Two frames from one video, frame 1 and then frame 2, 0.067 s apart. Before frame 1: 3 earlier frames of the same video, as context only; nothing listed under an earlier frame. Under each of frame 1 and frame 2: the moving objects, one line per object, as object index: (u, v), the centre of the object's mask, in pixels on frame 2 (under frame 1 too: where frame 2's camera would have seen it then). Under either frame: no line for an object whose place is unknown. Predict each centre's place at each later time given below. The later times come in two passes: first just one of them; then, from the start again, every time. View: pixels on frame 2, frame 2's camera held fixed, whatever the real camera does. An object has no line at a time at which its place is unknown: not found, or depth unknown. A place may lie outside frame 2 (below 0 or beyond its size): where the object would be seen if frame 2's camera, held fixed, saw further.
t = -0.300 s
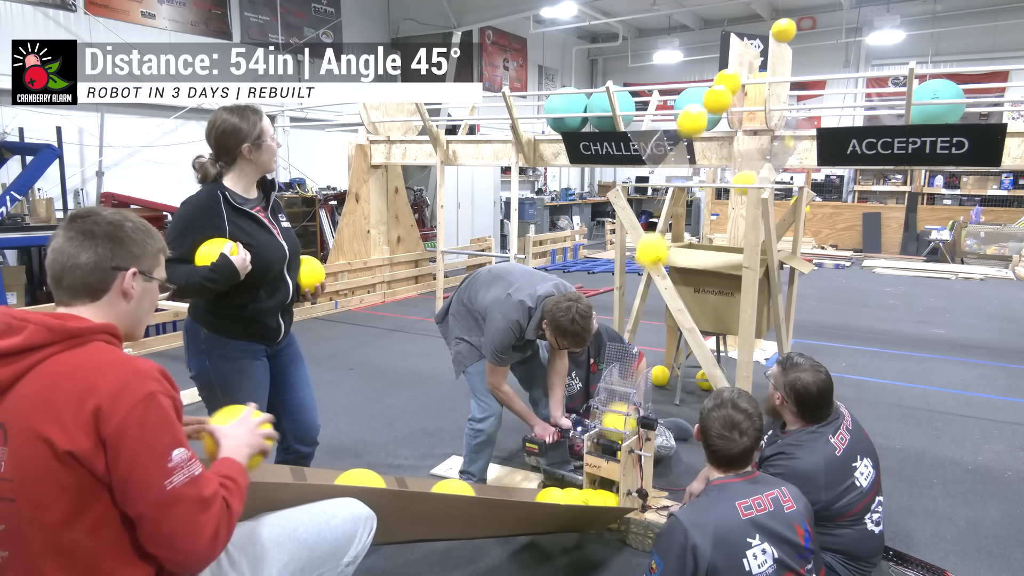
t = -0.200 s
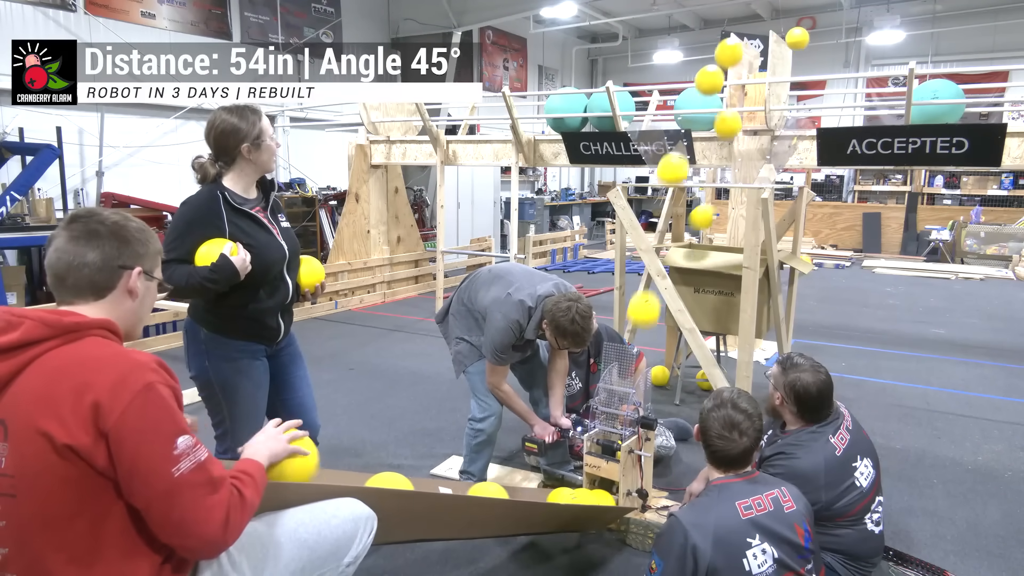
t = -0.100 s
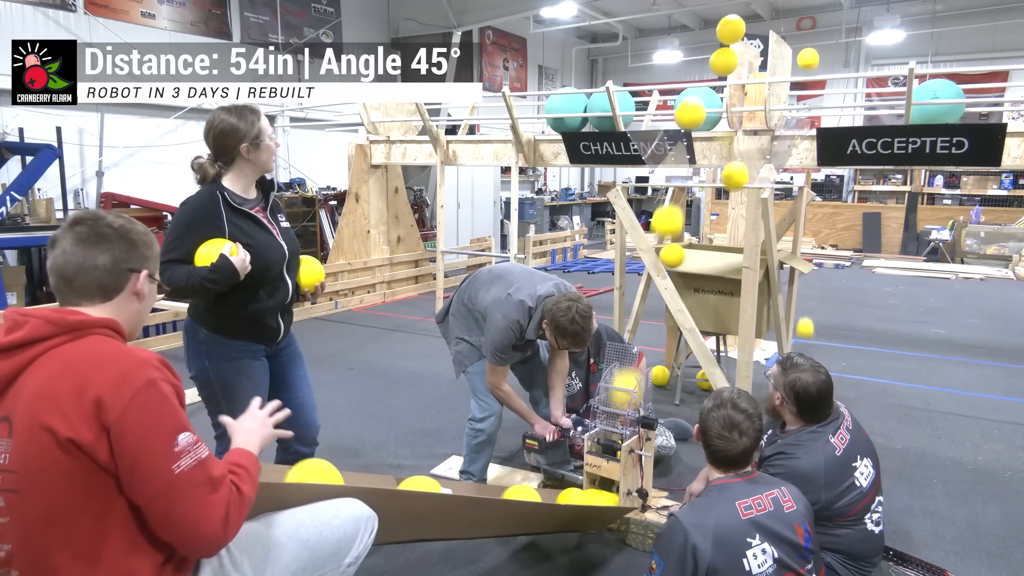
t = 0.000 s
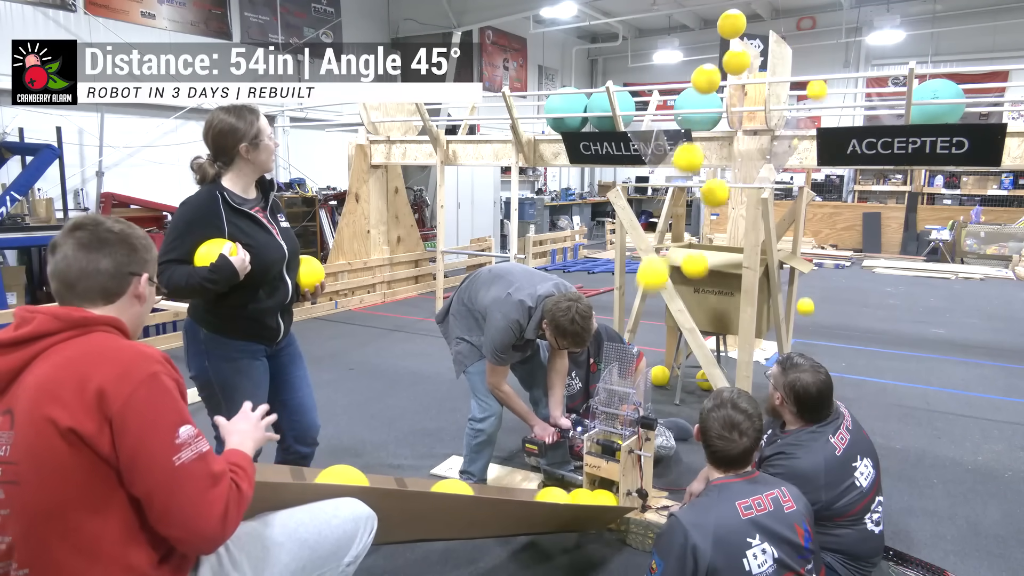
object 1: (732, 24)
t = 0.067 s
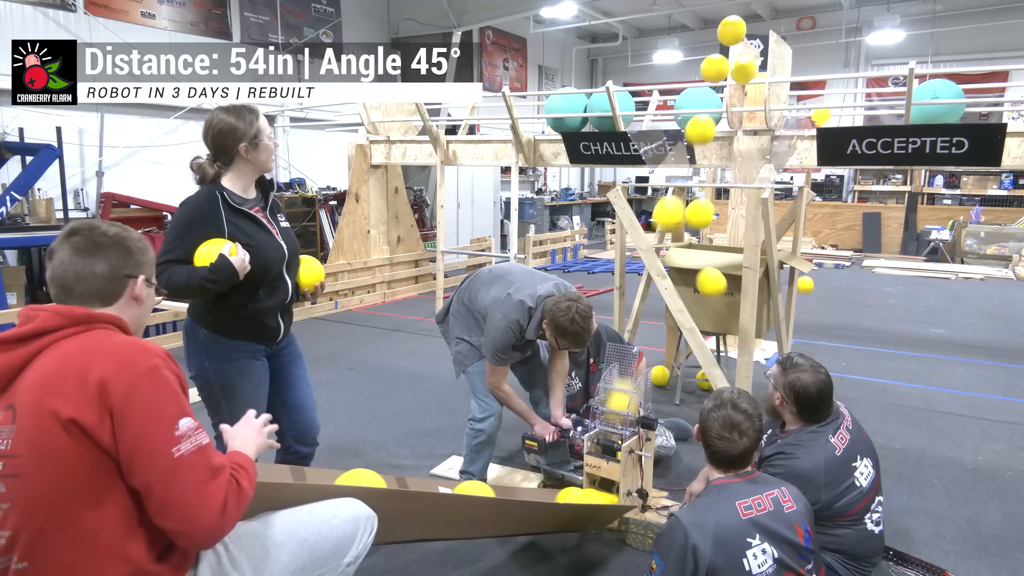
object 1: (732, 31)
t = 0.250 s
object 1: (741, 44)
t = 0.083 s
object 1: (732, 34)
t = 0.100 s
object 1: (732, 37)
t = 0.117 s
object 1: (732, 40)
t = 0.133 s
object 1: (733, 40)
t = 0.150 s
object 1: (734, 40)
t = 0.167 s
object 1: (735, 39)
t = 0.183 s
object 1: (736, 39)
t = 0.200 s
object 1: (737, 39)
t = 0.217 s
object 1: (738, 40)
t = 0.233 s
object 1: (739, 41)
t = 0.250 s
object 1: (741, 44)
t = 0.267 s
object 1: (742, 46)
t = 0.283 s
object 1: (743, 49)
